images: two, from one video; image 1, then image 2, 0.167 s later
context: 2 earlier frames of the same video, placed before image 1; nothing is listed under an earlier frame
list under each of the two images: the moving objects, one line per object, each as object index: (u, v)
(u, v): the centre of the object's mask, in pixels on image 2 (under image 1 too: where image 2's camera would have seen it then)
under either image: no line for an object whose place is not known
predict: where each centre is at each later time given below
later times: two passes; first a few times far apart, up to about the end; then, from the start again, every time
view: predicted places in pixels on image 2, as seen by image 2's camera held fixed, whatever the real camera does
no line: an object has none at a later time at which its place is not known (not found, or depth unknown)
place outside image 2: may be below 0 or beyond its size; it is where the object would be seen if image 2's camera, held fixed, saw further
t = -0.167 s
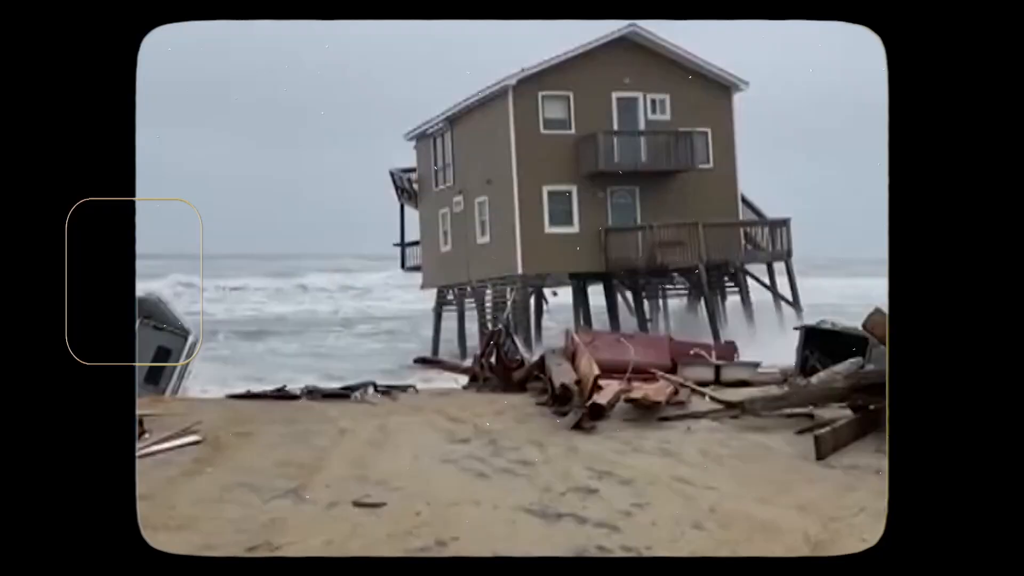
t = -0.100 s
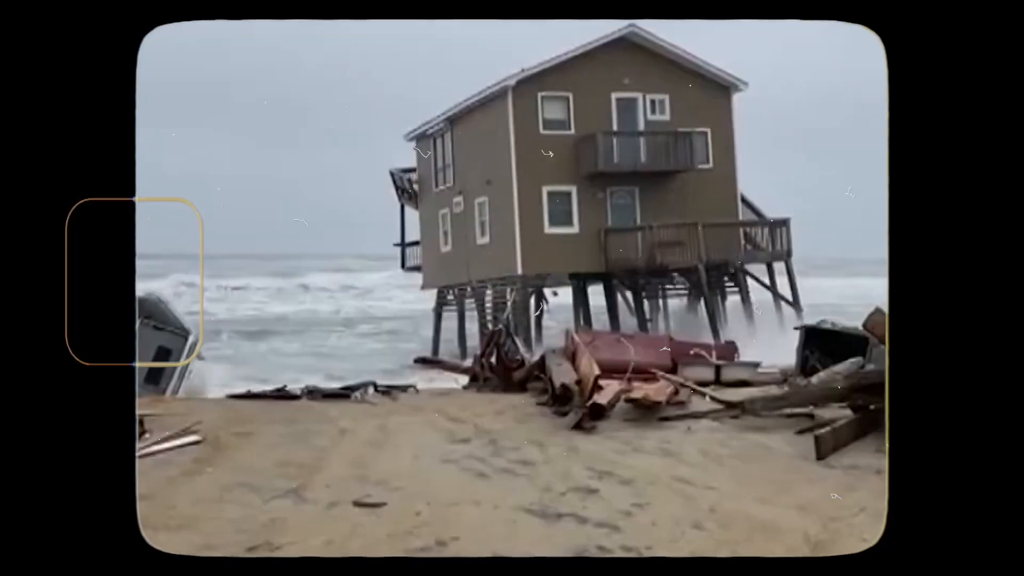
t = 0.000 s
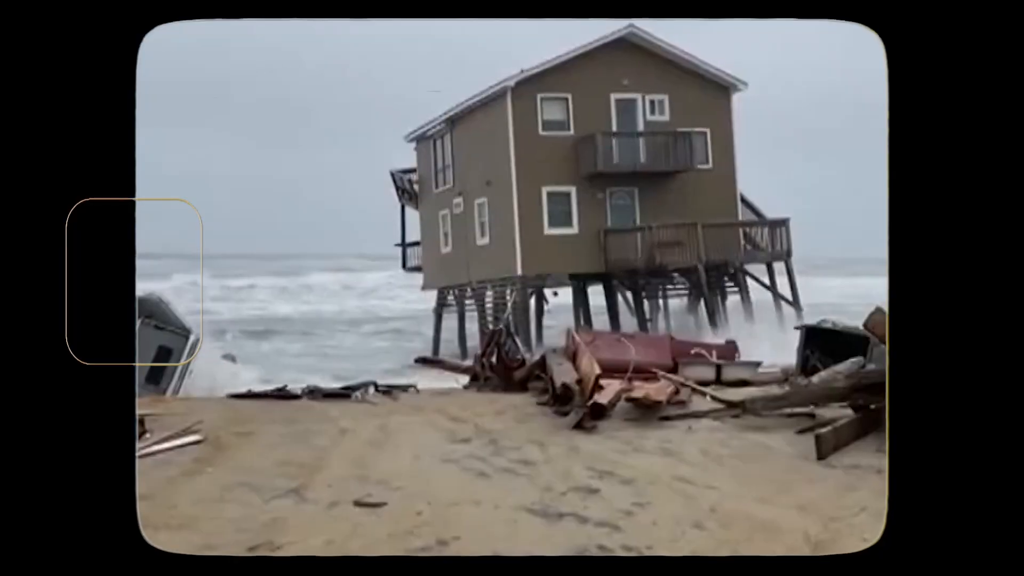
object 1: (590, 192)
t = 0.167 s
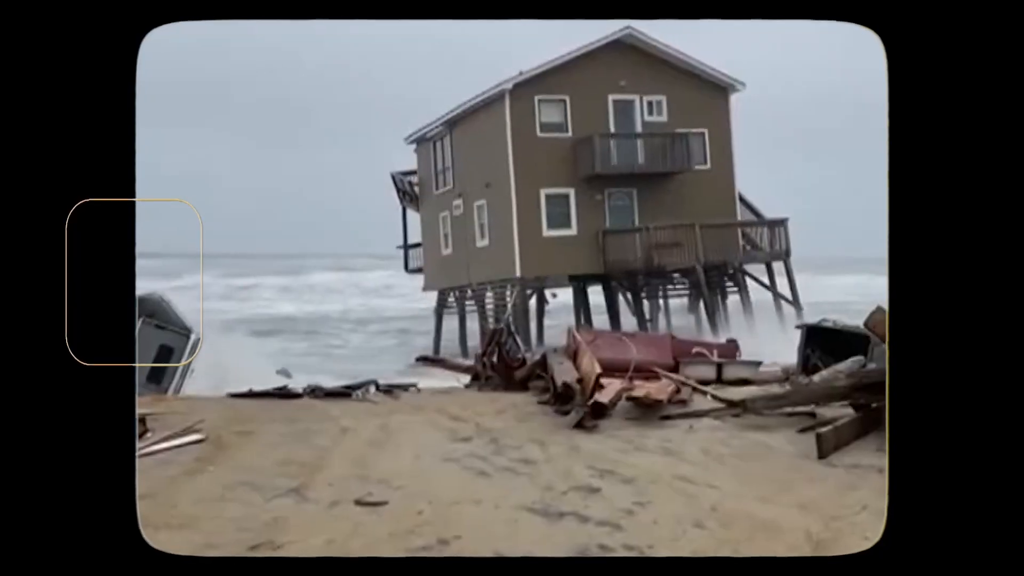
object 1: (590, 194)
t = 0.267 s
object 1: (590, 196)
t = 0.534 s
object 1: (589, 201)
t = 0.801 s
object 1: (590, 205)
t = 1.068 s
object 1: (598, 206)
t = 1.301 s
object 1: (590, 210)
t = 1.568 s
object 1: (567, 235)
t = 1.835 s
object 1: (563, 251)
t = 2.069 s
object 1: (557, 254)
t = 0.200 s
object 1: (590, 195)
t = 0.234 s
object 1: (590, 195)
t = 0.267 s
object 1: (590, 196)
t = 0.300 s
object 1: (589, 196)
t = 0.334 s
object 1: (589, 197)
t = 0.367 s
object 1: (589, 198)
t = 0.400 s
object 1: (589, 198)
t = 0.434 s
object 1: (589, 199)
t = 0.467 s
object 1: (589, 199)
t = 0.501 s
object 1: (589, 200)
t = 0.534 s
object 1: (589, 201)
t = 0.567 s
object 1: (589, 202)
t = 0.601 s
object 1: (589, 202)
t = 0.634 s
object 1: (589, 203)
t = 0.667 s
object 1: (589, 203)
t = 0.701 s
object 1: (589, 204)
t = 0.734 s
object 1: (590, 204)
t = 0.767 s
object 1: (590, 205)
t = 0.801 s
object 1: (590, 205)
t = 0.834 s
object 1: (591, 205)
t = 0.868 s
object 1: (592, 205)
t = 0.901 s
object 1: (594, 205)
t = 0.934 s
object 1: (594, 206)
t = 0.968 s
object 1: (595, 206)
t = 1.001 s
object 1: (596, 206)
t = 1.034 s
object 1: (597, 206)
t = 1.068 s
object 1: (598, 206)
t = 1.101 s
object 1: (599, 207)
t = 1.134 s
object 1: (596, 207)
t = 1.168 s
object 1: (595, 207)
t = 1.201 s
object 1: (594, 208)
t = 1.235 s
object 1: (593, 209)
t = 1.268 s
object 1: (591, 210)
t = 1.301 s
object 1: (590, 210)
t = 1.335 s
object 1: (587, 212)
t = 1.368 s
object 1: (584, 214)
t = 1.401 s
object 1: (582, 215)
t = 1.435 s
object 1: (580, 217)
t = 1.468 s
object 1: (578, 221)
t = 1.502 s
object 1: (569, 230)
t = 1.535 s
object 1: (568, 234)
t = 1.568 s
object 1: (567, 235)
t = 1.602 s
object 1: (566, 238)
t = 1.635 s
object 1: (566, 241)
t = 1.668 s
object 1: (566, 244)
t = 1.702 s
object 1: (564, 245)
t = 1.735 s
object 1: (562, 247)
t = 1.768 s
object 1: (562, 248)
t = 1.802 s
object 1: (563, 250)
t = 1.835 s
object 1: (563, 251)
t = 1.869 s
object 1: (563, 252)
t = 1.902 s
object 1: (561, 252)
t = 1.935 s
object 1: (560, 252)
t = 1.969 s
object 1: (559, 253)
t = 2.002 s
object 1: (558, 253)
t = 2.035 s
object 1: (557, 254)
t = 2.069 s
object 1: (557, 254)
